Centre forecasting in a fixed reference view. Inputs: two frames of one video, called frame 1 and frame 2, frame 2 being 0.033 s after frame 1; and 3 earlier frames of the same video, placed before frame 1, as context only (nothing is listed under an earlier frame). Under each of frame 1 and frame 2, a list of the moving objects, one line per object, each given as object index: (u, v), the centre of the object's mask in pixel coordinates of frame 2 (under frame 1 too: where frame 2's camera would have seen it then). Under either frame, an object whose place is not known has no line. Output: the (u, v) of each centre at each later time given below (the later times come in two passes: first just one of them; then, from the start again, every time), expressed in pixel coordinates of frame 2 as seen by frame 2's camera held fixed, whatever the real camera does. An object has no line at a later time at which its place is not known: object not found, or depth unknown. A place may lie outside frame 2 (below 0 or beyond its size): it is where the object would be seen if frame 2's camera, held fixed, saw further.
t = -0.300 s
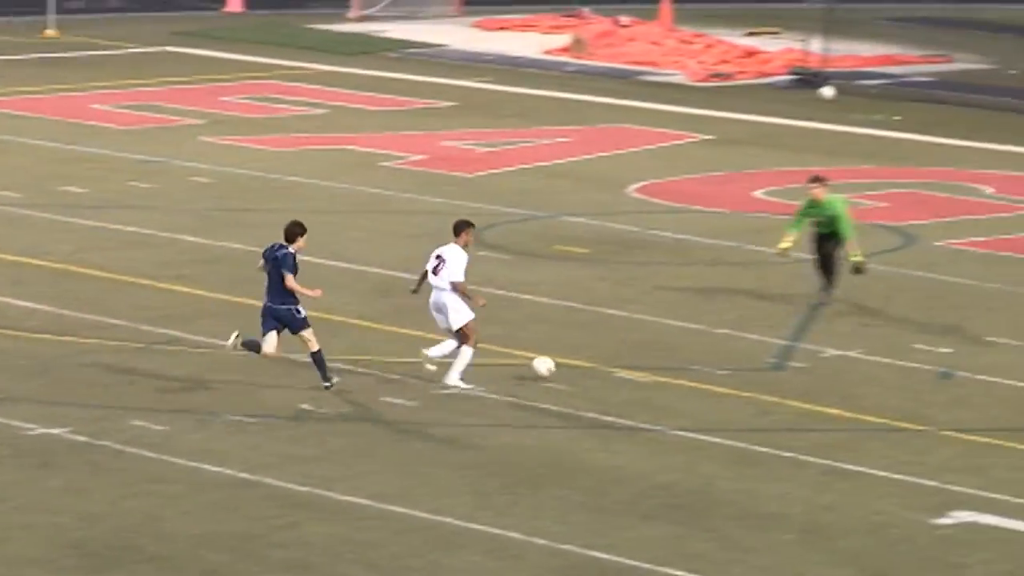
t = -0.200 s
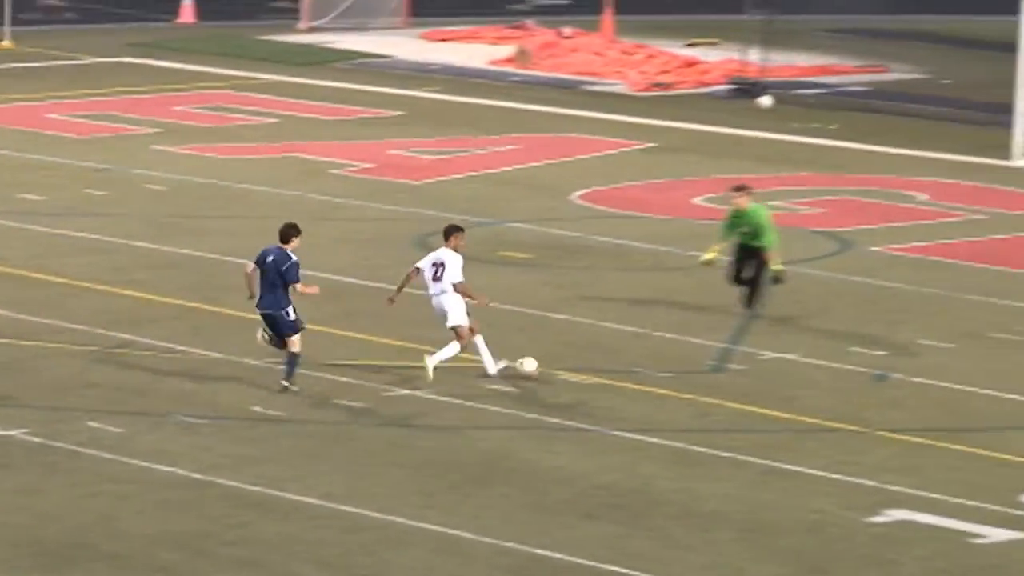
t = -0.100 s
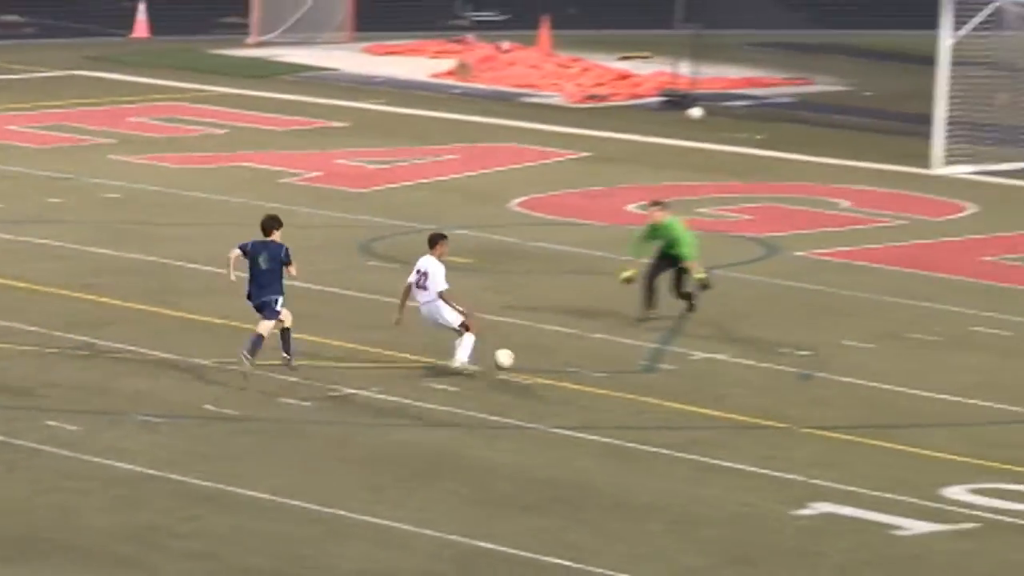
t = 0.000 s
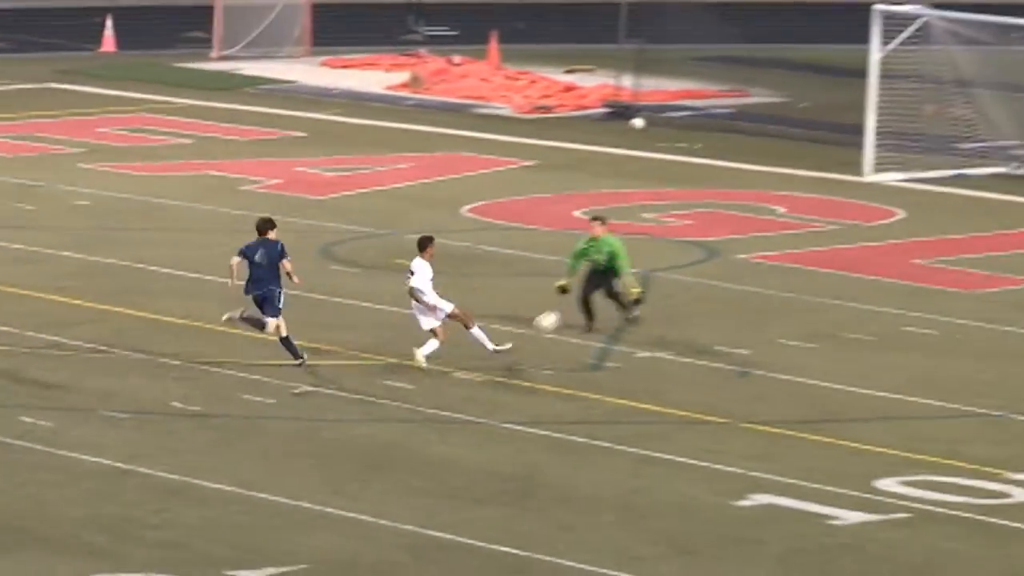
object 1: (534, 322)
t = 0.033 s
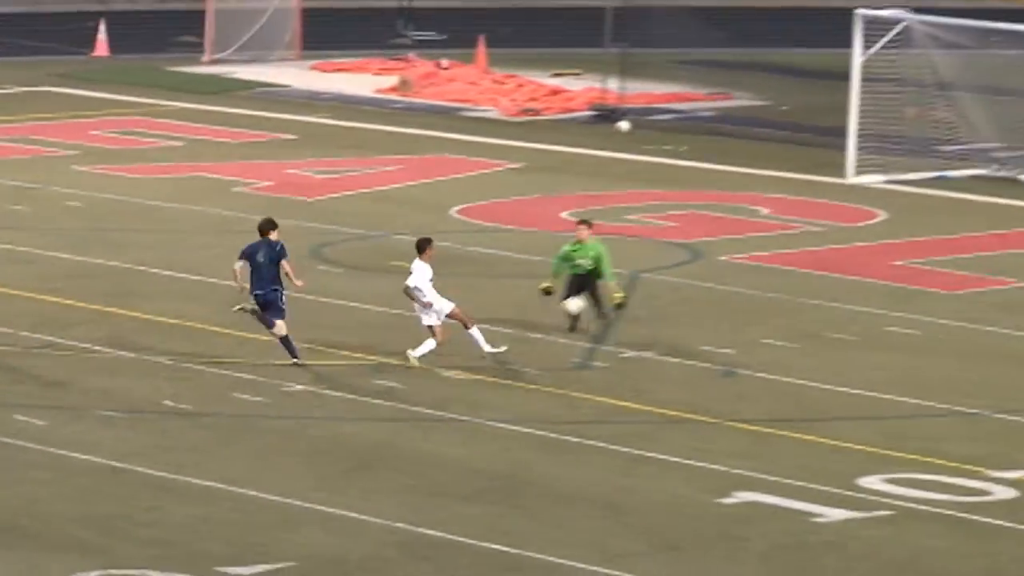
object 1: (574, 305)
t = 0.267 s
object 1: (805, 232)
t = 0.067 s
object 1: (611, 291)
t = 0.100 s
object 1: (645, 277)
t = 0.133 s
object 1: (680, 266)
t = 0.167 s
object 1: (713, 255)
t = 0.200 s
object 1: (745, 246)
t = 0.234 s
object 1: (776, 239)
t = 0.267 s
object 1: (805, 232)
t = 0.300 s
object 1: (835, 228)
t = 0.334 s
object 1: (863, 224)
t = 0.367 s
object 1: (891, 223)
